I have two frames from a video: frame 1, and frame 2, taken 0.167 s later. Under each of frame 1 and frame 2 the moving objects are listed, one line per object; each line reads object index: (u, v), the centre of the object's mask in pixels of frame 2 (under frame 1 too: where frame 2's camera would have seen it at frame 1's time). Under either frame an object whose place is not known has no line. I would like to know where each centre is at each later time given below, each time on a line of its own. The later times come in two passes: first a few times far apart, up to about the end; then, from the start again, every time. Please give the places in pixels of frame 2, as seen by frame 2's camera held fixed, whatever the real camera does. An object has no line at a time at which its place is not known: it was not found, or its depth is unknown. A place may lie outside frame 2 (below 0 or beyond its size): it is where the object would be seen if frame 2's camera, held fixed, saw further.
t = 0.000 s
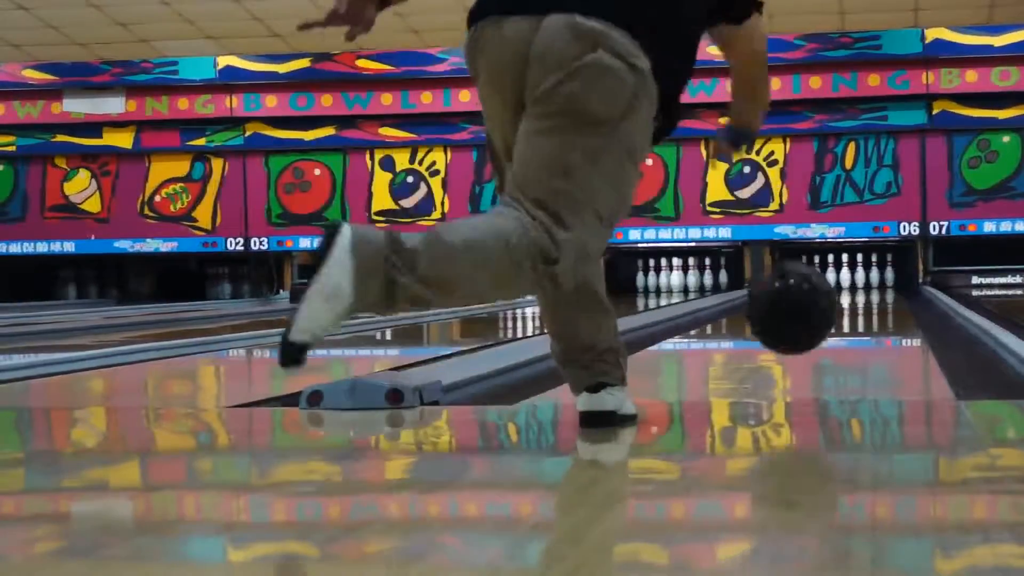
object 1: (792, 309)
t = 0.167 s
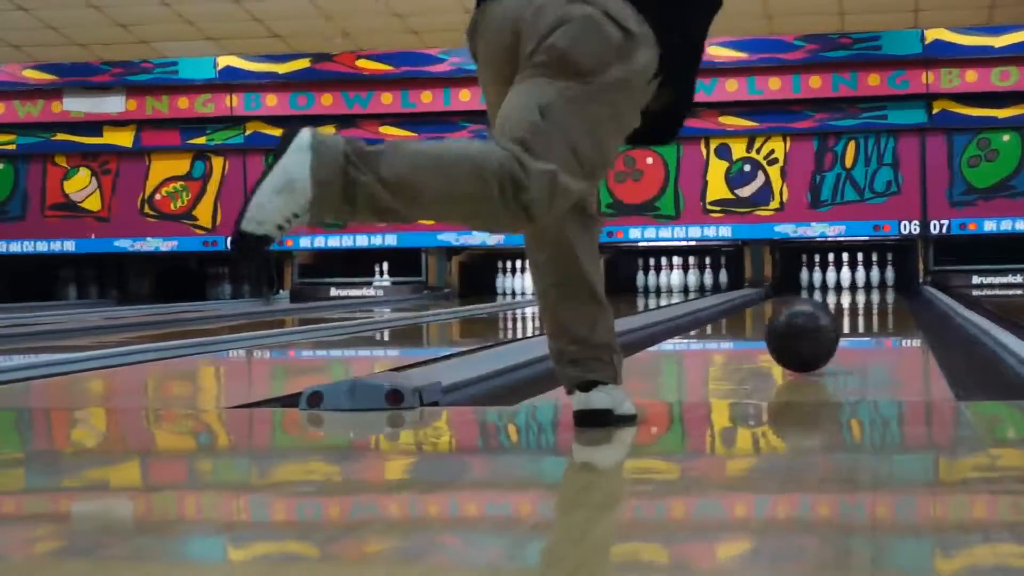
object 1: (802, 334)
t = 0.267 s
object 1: (807, 328)
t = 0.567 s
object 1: (815, 311)
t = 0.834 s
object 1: (819, 302)
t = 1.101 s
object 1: (823, 296)
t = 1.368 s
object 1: (825, 291)
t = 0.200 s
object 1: (803, 333)
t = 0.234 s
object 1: (805, 330)
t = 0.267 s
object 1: (807, 328)
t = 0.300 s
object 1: (809, 326)
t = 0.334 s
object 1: (808, 322)
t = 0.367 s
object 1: (811, 322)
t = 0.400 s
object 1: (810, 318)
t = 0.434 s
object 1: (811, 316)
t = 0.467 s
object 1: (814, 315)
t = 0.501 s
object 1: (813, 313)
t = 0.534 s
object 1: (815, 312)
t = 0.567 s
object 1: (815, 311)
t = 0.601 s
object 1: (815, 309)
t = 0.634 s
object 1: (816, 308)
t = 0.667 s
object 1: (817, 307)
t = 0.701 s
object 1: (818, 306)
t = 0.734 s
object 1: (818, 305)
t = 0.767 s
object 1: (819, 304)
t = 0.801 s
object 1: (819, 303)
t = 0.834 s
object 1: (819, 302)
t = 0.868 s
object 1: (820, 301)
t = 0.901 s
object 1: (821, 301)
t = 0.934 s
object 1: (821, 300)
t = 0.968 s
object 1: (822, 299)
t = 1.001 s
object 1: (822, 298)
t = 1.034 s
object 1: (823, 298)
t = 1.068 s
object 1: (823, 297)
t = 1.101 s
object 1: (823, 296)
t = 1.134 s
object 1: (823, 295)
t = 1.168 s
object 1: (824, 295)
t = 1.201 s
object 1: (824, 294)
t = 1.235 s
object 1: (824, 294)
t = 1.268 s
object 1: (824, 293)
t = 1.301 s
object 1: (825, 292)
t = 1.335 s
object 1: (825, 291)
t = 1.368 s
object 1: (825, 291)
